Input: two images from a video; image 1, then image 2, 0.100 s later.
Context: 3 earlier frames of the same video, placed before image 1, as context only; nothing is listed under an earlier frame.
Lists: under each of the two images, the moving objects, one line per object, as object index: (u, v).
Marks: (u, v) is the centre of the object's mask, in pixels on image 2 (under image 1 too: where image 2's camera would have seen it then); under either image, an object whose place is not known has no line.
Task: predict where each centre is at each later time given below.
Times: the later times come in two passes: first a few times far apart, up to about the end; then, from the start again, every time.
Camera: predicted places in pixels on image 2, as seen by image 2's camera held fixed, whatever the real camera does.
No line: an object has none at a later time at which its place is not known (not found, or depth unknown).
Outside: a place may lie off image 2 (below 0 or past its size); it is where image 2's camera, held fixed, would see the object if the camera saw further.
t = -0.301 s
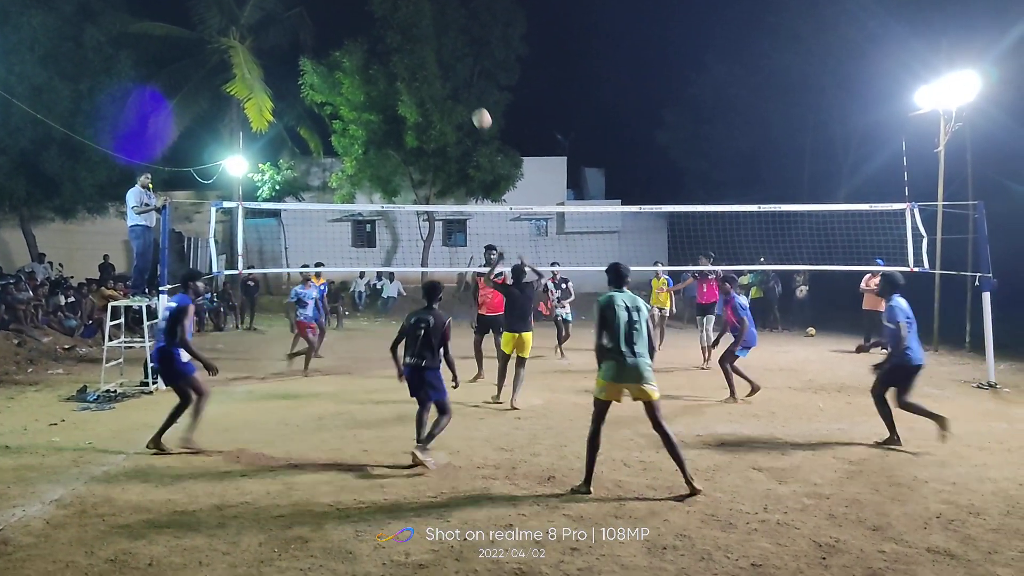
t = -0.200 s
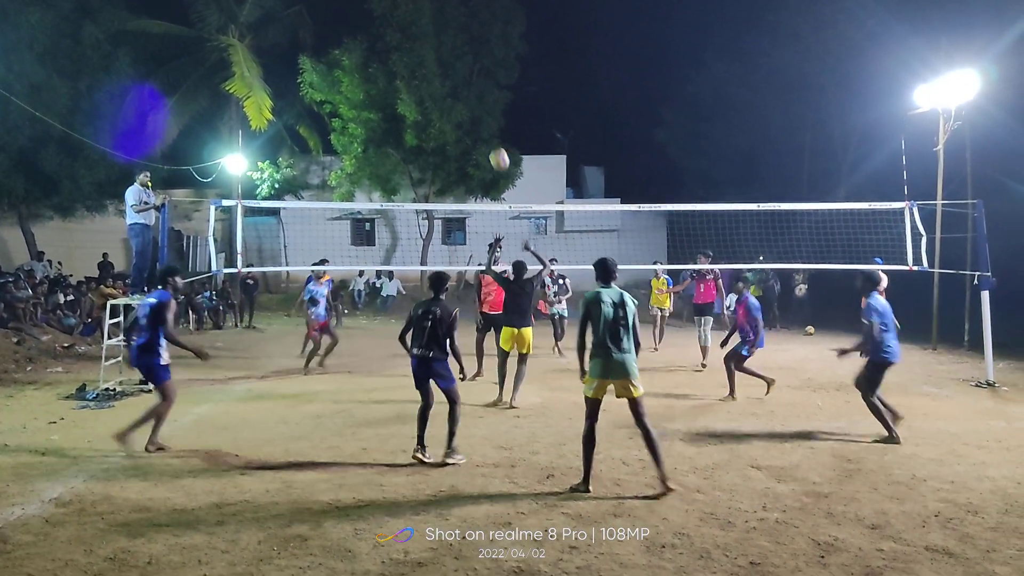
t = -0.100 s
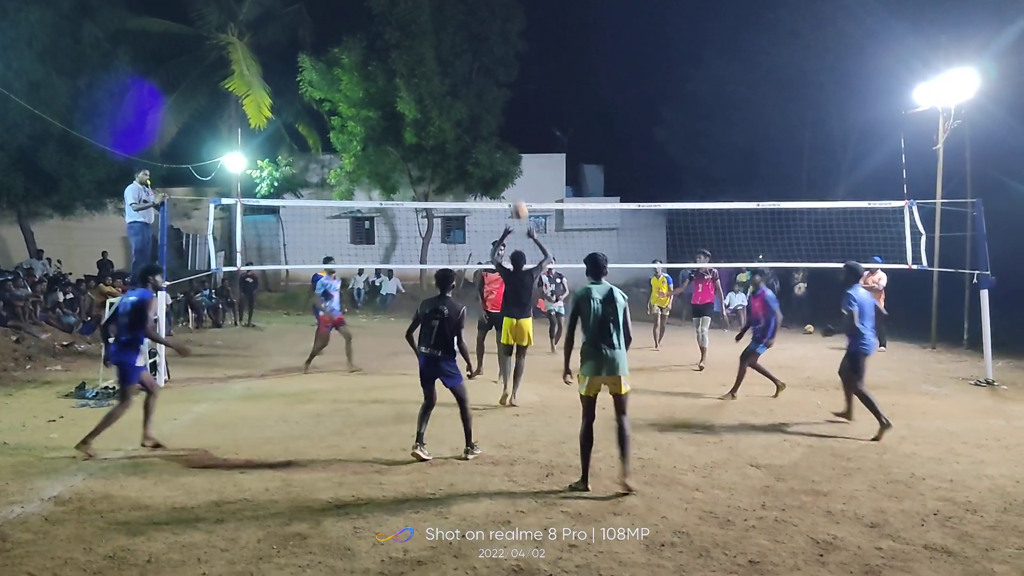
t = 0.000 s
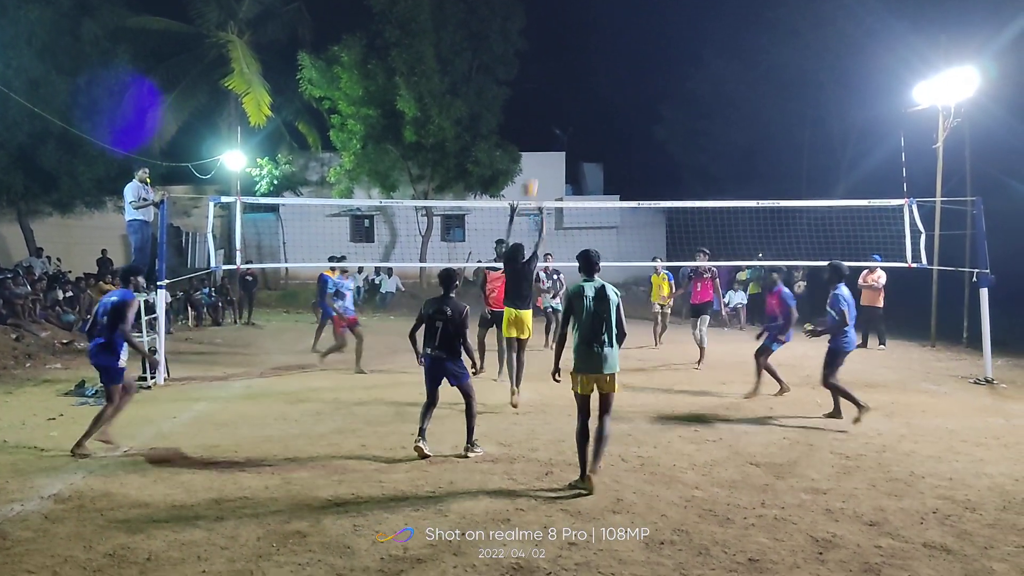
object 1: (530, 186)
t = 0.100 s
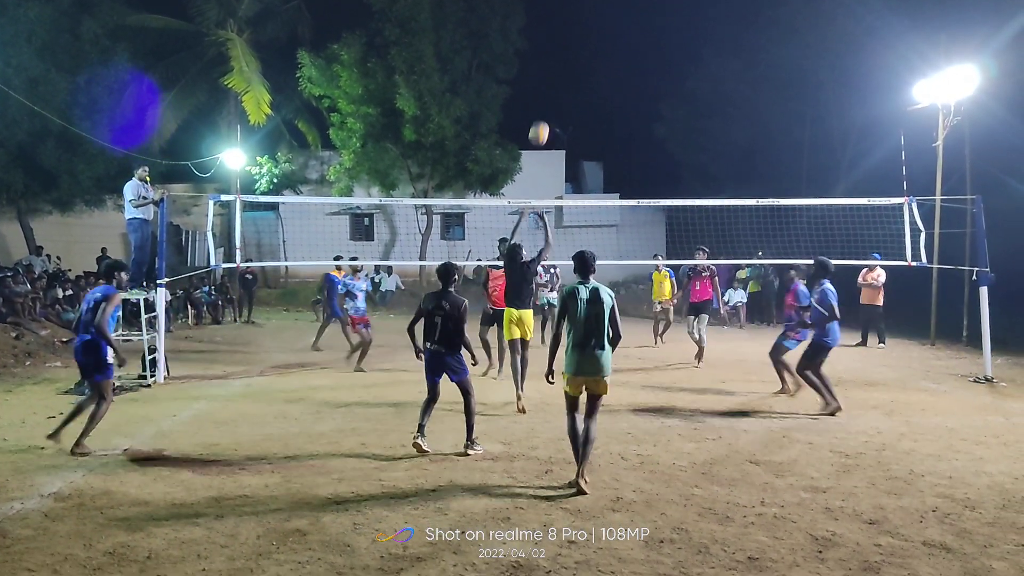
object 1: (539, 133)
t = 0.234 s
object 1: (554, 78)
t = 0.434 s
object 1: (576, 25)
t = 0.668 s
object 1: (602, 9)
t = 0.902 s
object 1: (627, 39)
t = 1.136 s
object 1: (650, 114)
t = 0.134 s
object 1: (542, 118)
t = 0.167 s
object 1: (546, 104)
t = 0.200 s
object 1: (550, 90)
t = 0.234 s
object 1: (554, 78)
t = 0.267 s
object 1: (557, 67)
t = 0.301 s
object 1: (561, 56)
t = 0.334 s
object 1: (565, 47)
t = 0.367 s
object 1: (569, 39)
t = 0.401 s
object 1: (572, 32)
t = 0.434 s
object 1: (576, 25)
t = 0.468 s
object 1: (580, 20)
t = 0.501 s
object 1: (583, 16)
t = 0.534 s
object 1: (587, 13)
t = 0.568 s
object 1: (591, 11)
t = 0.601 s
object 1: (595, 10)
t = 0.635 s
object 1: (598, 9)
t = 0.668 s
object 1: (602, 9)
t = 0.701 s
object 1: (605, 10)
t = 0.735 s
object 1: (609, 13)
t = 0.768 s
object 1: (612, 16)
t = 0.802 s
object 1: (616, 20)
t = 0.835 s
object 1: (620, 25)
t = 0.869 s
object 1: (623, 32)
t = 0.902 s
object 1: (627, 39)
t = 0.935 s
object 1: (630, 47)
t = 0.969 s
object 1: (634, 56)
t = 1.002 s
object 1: (637, 65)
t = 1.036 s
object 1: (640, 76)
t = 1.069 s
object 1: (644, 88)
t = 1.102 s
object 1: (647, 100)
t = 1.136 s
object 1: (650, 114)
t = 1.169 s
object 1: (654, 128)
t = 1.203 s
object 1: (657, 142)
